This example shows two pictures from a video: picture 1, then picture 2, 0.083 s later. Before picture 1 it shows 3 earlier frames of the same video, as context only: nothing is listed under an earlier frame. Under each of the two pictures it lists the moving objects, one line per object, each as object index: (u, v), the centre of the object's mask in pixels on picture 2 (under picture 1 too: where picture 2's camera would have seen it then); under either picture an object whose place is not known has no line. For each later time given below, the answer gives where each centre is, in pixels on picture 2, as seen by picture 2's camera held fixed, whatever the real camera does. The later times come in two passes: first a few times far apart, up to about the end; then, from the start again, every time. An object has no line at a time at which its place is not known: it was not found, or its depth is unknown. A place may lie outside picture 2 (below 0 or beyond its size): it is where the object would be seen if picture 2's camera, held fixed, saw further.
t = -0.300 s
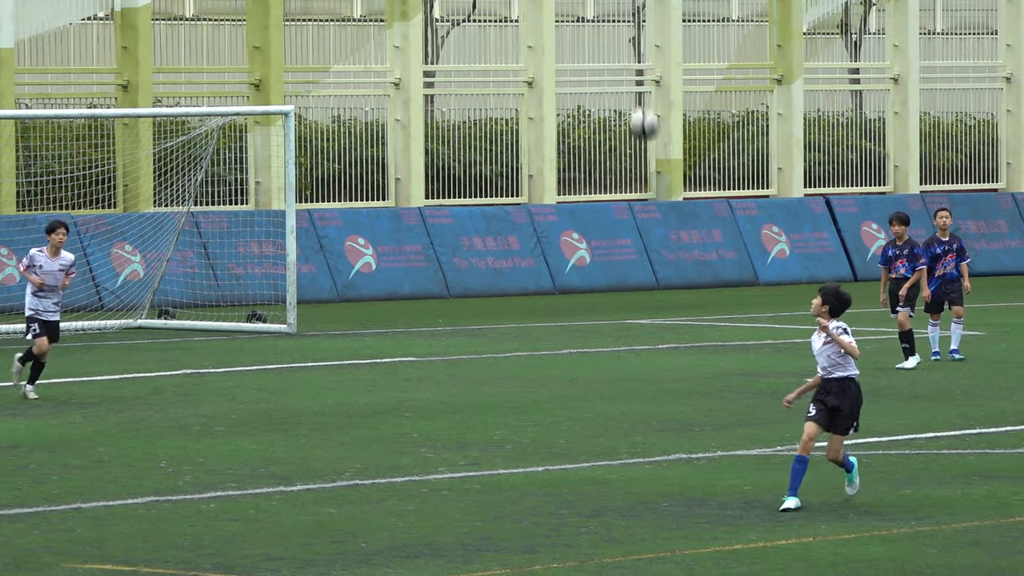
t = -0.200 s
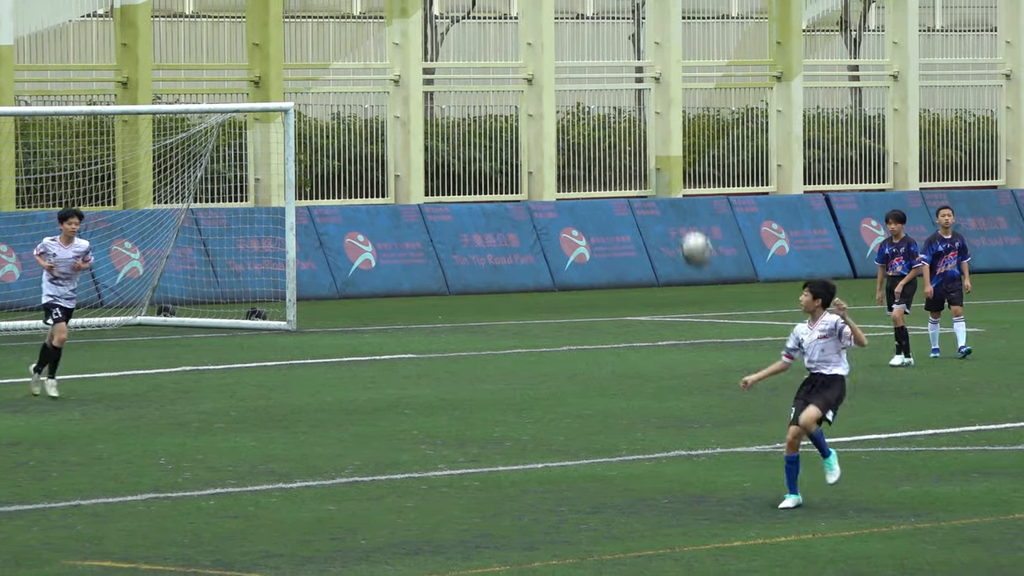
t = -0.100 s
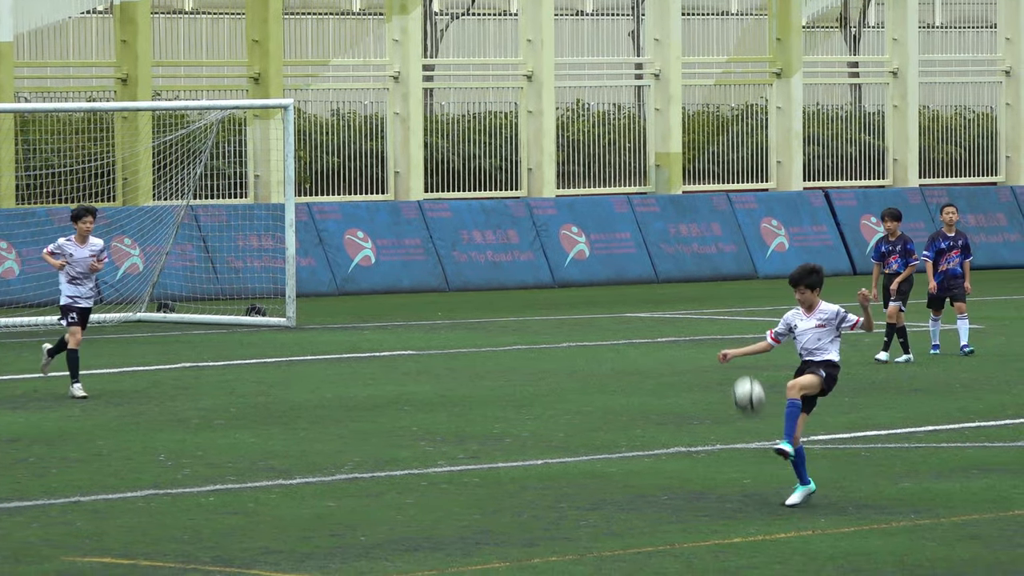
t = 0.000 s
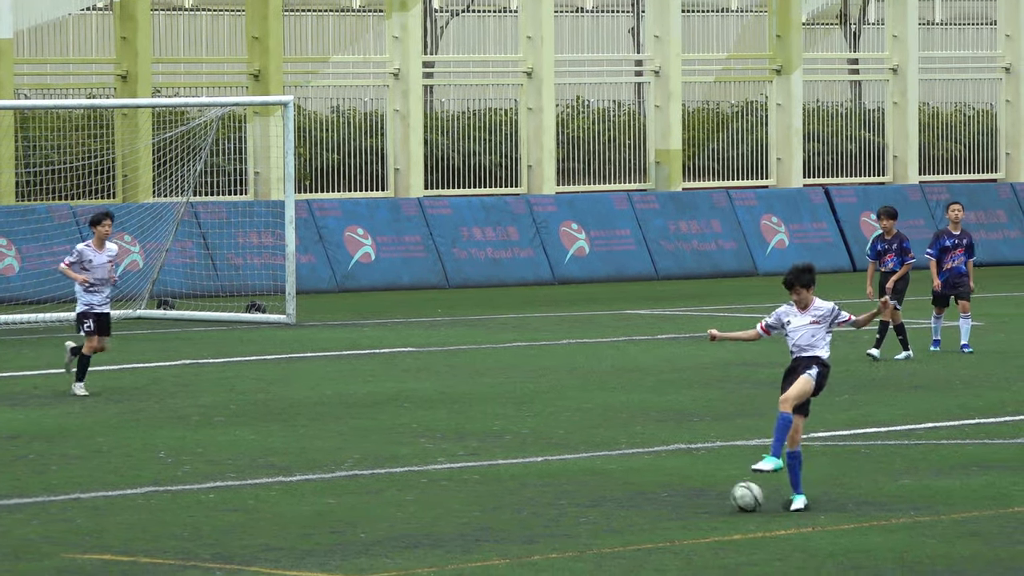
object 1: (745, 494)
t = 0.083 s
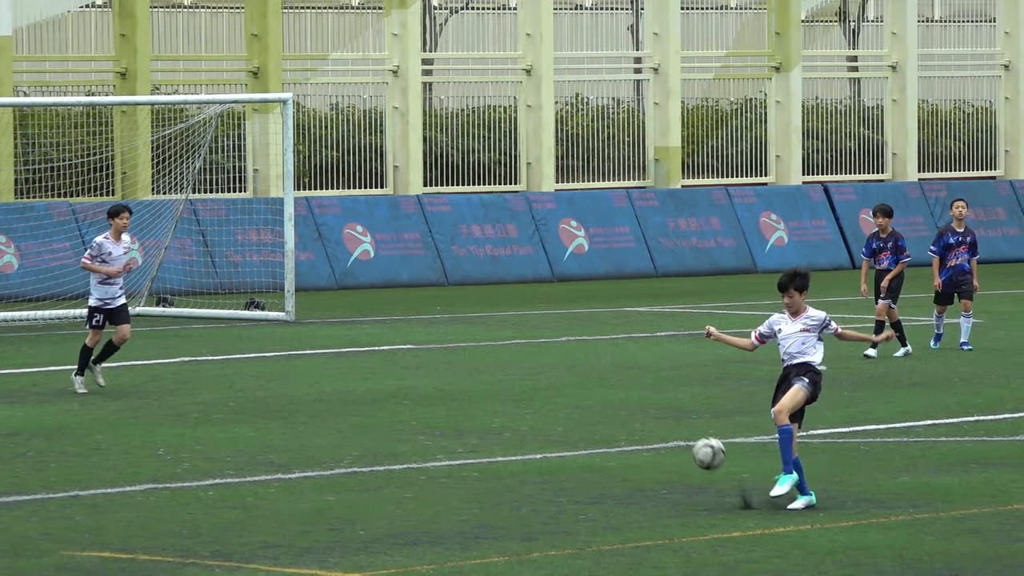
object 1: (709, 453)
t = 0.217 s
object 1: (652, 405)
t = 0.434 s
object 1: (561, 383)
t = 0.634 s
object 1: (479, 423)
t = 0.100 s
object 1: (701, 446)
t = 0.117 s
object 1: (695, 439)
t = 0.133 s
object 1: (688, 433)
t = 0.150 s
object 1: (681, 426)
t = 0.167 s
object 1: (674, 421)
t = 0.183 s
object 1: (667, 415)
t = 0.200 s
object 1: (659, 410)
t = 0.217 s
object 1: (652, 405)
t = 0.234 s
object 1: (645, 401)
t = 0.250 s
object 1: (638, 397)
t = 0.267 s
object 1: (631, 394)
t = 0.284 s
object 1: (624, 391)
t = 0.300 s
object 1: (616, 389)
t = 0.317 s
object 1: (609, 387)
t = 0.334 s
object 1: (602, 386)
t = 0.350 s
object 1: (595, 384)
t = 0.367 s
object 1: (589, 383)
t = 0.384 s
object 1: (582, 383)
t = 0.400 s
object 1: (575, 383)
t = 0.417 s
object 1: (568, 383)
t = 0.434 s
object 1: (561, 383)
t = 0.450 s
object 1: (554, 384)
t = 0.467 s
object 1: (547, 385)
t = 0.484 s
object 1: (540, 387)
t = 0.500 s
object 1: (533, 389)
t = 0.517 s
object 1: (526, 392)
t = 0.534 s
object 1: (519, 395)
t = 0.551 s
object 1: (513, 399)
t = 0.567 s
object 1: (506, 403)
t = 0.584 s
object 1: (499, 407)
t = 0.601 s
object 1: (492, 412)
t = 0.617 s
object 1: (486, 417)
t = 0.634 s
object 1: (479, 423)
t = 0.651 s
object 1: (473, 429)
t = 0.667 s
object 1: (466, 435)
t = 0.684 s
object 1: (460, 441)
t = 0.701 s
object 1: (454, 448)
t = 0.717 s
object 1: (448, 455)
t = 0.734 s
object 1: (441, 463)
